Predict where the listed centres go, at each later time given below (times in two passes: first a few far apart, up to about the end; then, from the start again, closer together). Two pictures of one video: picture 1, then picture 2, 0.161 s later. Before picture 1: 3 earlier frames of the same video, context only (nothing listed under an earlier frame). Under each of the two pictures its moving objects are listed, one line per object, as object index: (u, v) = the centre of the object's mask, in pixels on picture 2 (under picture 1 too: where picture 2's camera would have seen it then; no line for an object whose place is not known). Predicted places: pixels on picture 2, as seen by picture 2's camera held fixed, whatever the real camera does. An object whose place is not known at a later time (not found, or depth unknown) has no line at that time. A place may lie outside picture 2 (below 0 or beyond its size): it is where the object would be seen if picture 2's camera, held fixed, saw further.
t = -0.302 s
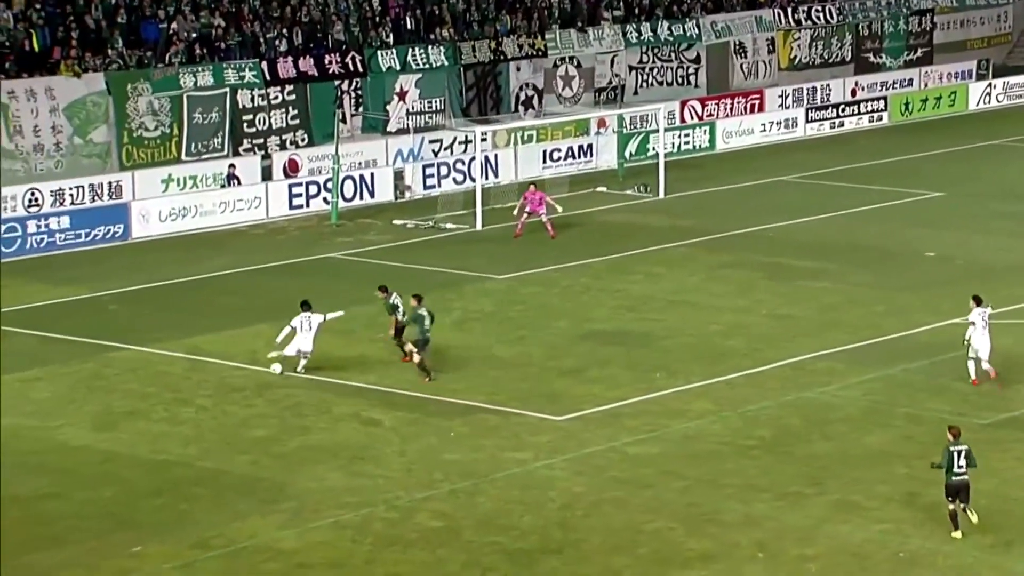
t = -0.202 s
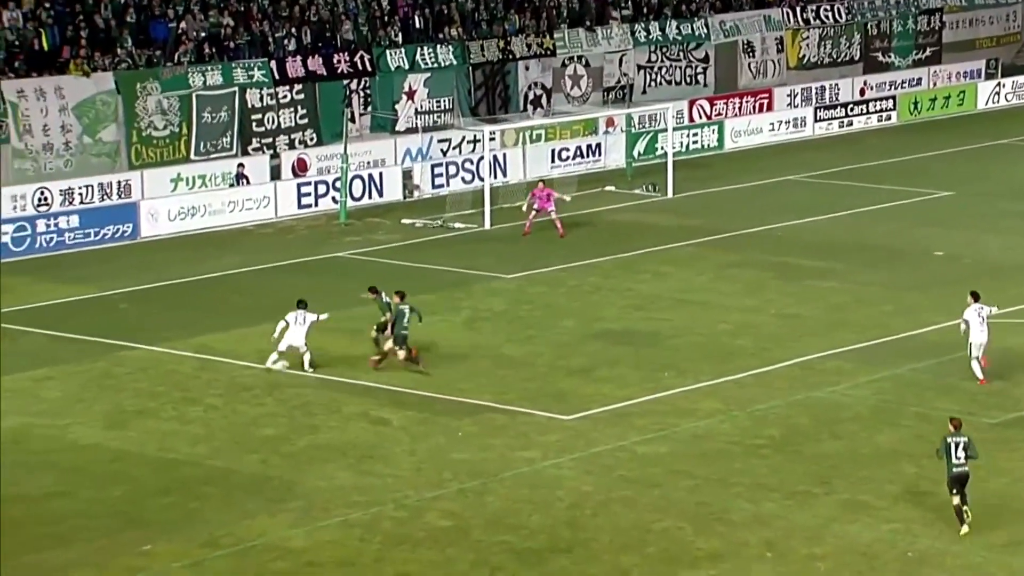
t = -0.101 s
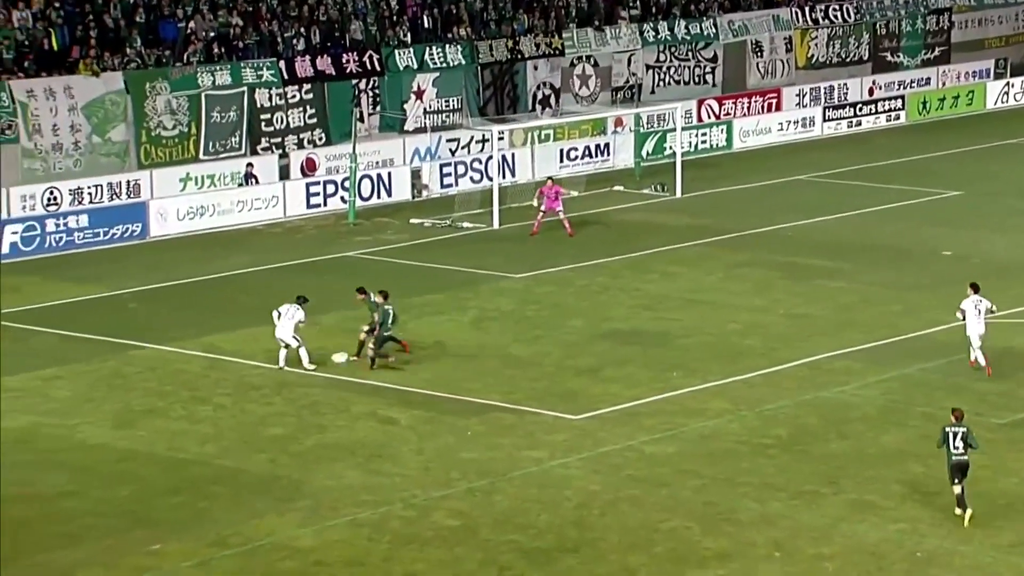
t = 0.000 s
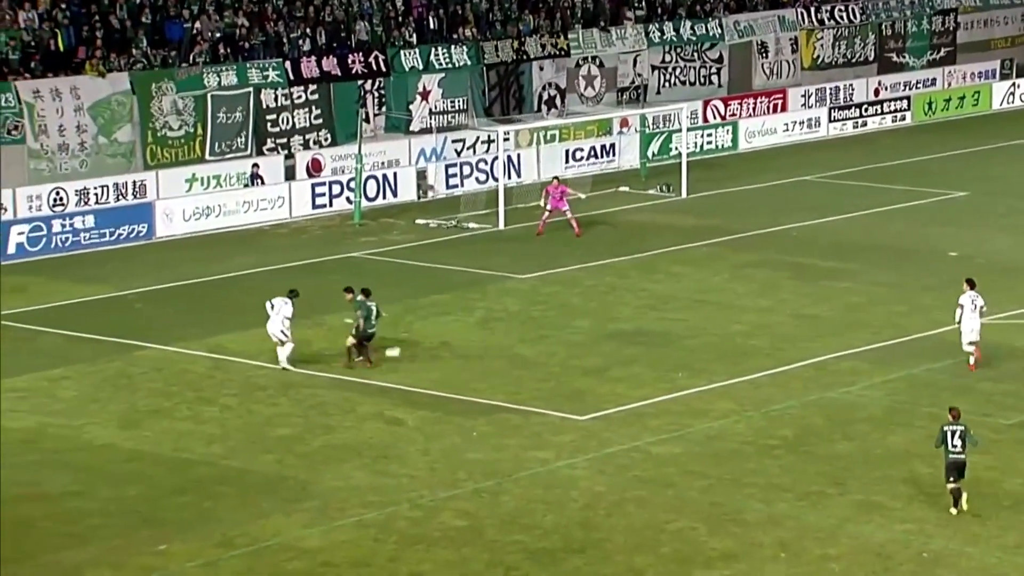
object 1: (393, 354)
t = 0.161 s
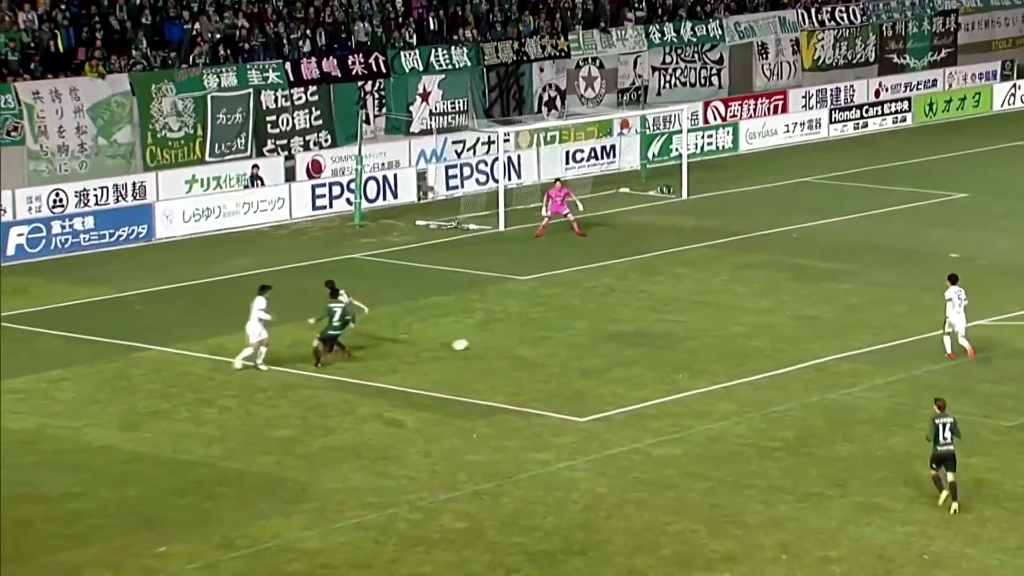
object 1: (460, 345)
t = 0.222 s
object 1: (484, 342)
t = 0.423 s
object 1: (555, 333)
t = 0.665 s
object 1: (627, 324)
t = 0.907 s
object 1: (687, 315)
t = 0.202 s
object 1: (477, 343)
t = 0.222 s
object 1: (484, 342)
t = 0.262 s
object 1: (499, 340)
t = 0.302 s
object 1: (515, 339)
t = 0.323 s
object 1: (521, 338)
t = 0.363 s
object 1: (534, 336)
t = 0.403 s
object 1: (550, 334)
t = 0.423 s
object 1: (555, 333)
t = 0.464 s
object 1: (567, 332)
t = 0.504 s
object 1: (581, 329)
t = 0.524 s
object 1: (587, 329)
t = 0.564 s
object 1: (599, 327)
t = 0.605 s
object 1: (611, 326)
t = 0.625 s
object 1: (617, 325)
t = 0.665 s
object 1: (627, 324)
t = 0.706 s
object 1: (638, 321)
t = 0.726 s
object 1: (643, 321)
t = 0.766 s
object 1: (653, 319)
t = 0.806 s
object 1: (663, 319)
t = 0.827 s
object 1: (668, 318)
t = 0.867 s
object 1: (677, 317)
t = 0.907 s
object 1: (687, 315)
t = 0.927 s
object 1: (691, 315)
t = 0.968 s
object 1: (699, 314)
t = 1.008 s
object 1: (707, 313)
